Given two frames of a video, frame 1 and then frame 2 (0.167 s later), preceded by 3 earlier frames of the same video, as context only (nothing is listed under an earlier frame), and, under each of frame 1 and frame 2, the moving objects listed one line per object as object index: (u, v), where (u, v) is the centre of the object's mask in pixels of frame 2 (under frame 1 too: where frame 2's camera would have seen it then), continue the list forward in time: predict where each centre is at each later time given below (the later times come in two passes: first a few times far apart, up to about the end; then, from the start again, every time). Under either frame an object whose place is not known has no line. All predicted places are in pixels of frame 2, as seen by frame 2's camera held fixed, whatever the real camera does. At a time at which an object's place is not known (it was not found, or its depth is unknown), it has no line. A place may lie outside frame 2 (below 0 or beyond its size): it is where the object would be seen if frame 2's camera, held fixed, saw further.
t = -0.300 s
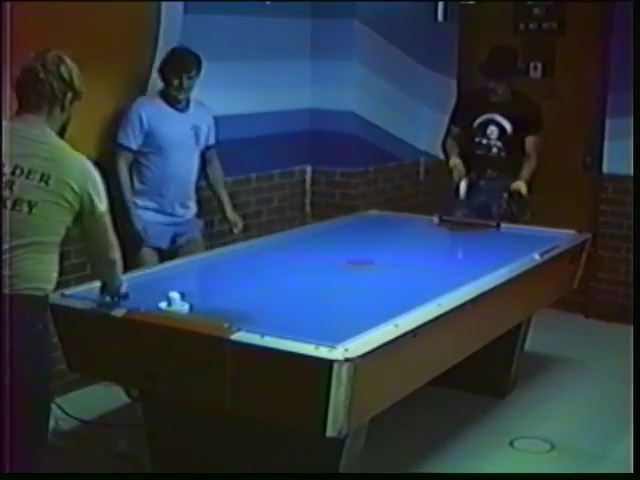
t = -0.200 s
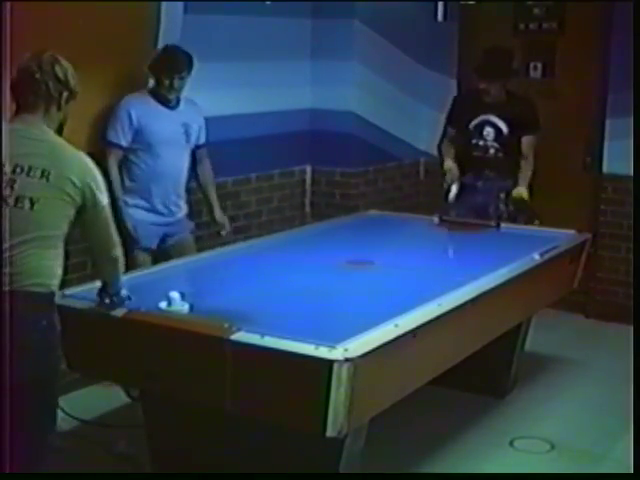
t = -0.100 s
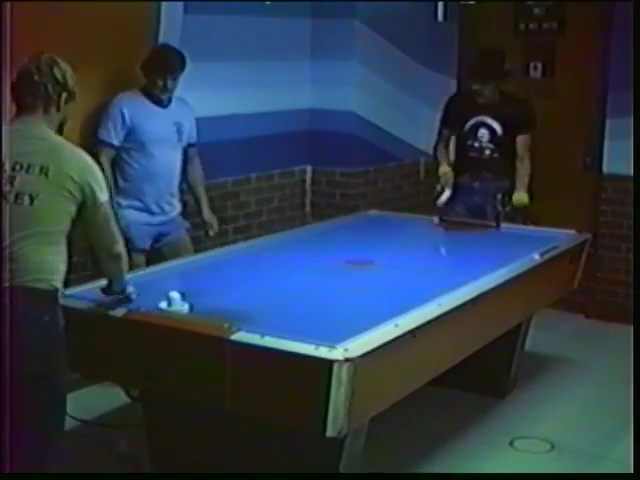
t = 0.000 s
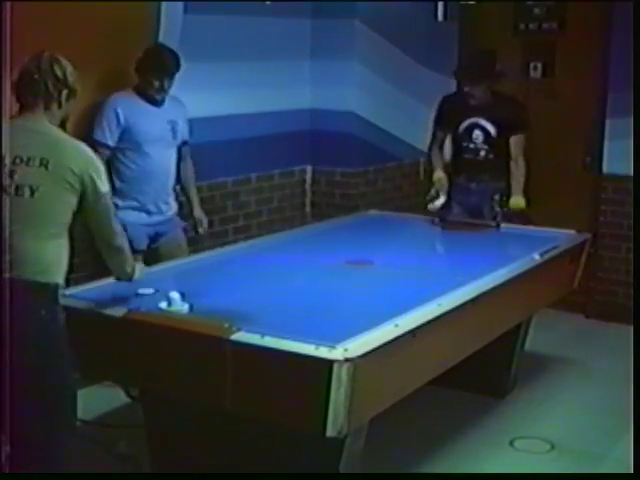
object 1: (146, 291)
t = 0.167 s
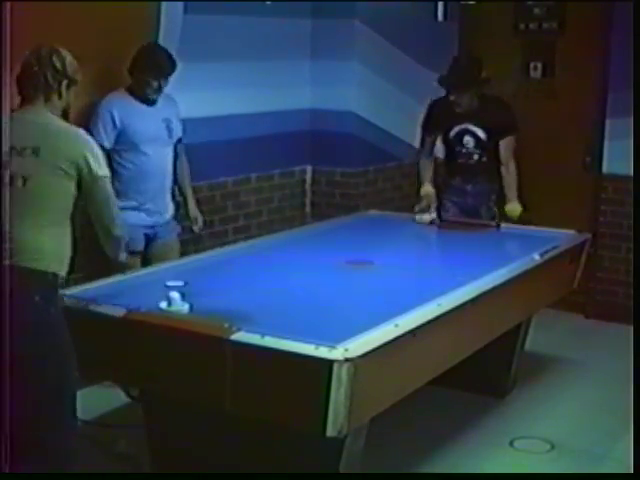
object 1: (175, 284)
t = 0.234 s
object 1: (186, 281)
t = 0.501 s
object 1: (232, 271)
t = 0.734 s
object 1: (269, 262)
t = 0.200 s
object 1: (181, 283)
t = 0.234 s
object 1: (186, 281)
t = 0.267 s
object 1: (193, 280)
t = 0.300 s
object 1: (199, 278)
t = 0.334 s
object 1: (204, 277)
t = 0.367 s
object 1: (210, 276)
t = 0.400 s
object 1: (215, 274)
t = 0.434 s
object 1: (220, 273)
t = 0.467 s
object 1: (226, 272)
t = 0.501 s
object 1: (232, 271)
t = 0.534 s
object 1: (237, 270)
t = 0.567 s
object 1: (242, 269)
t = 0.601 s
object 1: (247, 267)
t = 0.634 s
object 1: (252, 266)
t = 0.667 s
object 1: (258, 265)
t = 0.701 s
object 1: (263, 263)
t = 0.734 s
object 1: (269, 262)
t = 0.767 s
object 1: (274, 261)
